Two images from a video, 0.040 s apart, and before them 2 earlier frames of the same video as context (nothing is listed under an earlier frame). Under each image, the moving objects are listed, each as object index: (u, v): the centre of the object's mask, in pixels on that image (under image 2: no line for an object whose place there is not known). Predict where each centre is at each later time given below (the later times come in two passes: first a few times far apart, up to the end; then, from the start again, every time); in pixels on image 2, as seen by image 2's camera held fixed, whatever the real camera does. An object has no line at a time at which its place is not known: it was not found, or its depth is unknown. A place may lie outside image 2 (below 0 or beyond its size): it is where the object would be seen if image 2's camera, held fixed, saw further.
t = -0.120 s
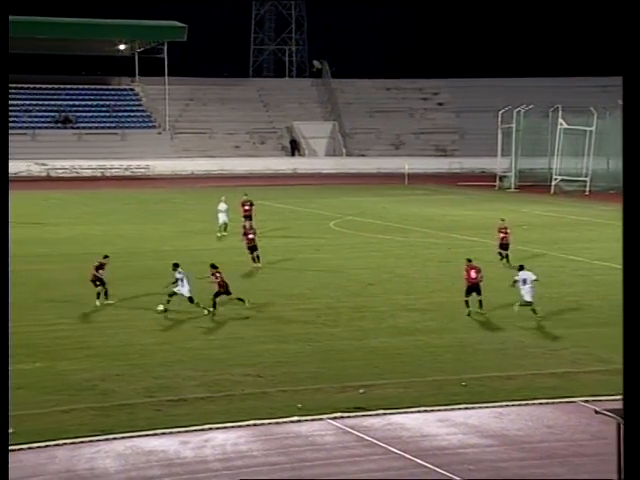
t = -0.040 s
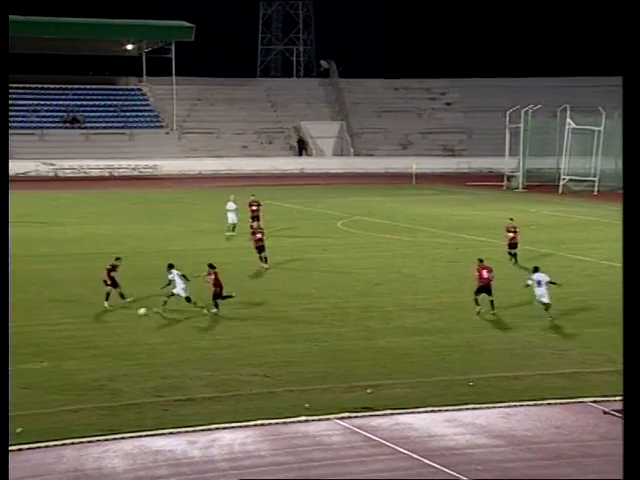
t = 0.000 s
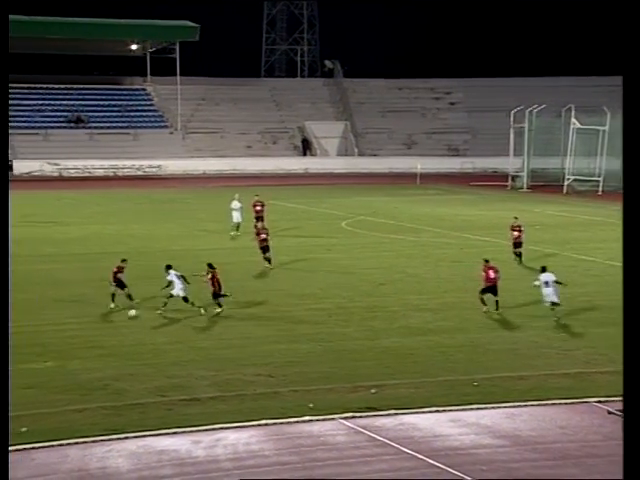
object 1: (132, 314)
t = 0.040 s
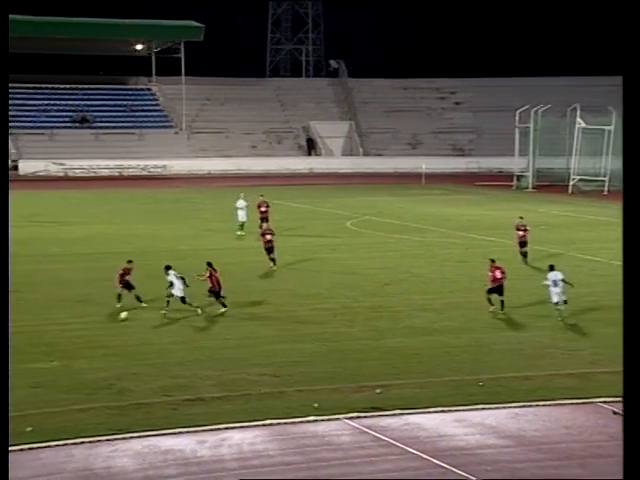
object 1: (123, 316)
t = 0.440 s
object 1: (-5, 337)
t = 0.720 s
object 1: (-83, 349)
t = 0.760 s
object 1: (-95, 351)
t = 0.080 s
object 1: (110, 318)
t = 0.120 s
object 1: (97, 320)
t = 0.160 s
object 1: (84, 322)
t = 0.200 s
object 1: (71, 324)
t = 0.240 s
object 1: (56, 328)
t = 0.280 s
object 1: (43, 330)
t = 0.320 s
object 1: (32, 331)
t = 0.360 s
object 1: (19, 332)
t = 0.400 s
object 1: (7, 335)
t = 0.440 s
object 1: (-5, 337)
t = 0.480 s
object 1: (-16, 339)
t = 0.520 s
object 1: (-28, 340)
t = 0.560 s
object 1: (-39, 342)
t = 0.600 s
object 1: (-51, 344)
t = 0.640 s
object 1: (-62, 347)
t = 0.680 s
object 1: (-72, 348)
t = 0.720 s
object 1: (-83, 349)
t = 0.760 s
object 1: (-95, 351)
